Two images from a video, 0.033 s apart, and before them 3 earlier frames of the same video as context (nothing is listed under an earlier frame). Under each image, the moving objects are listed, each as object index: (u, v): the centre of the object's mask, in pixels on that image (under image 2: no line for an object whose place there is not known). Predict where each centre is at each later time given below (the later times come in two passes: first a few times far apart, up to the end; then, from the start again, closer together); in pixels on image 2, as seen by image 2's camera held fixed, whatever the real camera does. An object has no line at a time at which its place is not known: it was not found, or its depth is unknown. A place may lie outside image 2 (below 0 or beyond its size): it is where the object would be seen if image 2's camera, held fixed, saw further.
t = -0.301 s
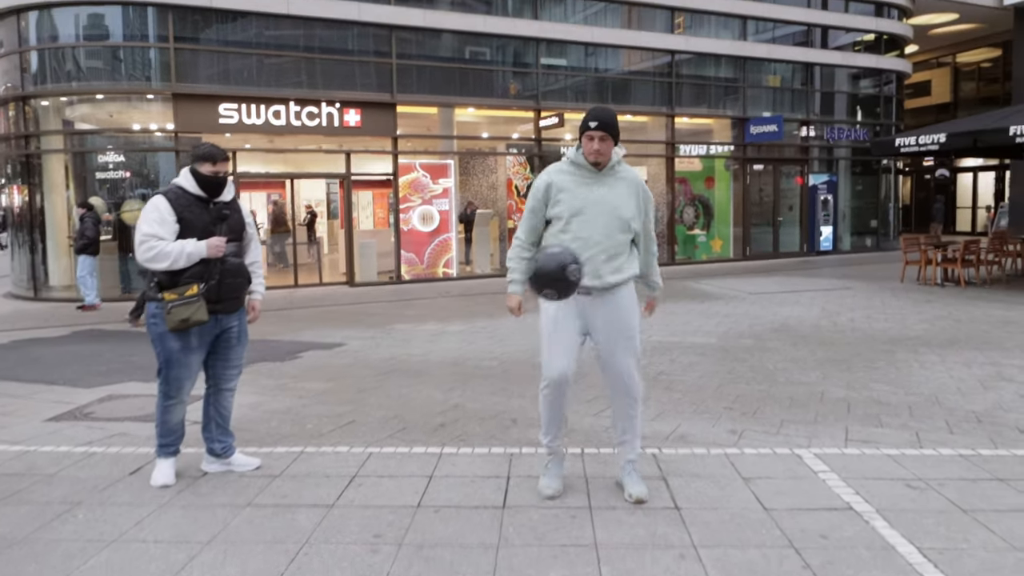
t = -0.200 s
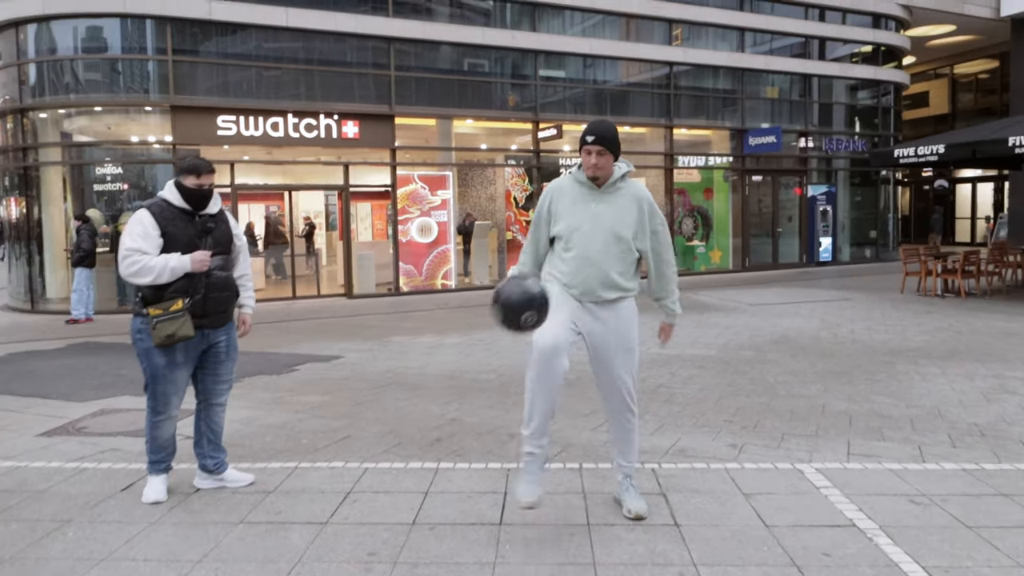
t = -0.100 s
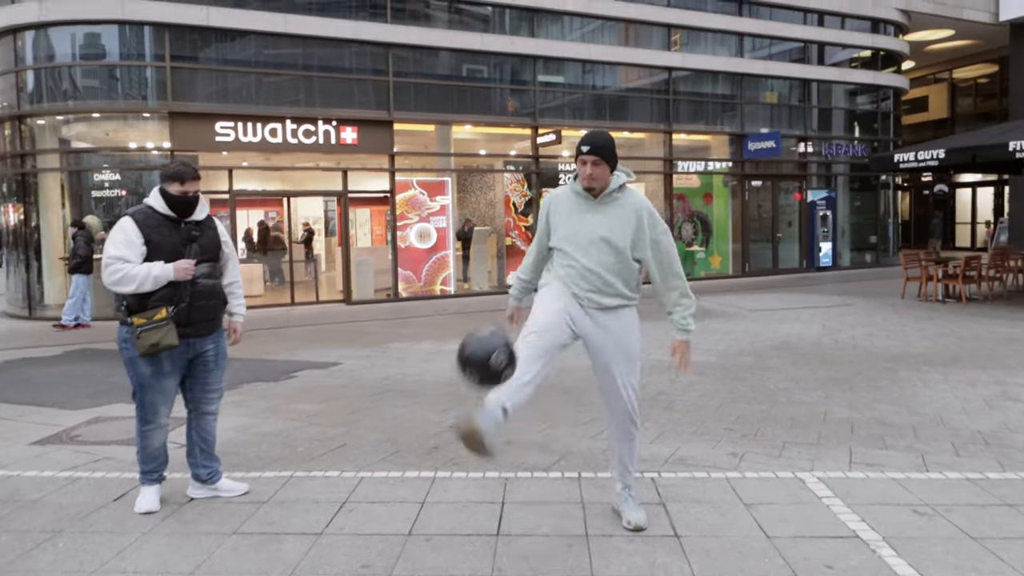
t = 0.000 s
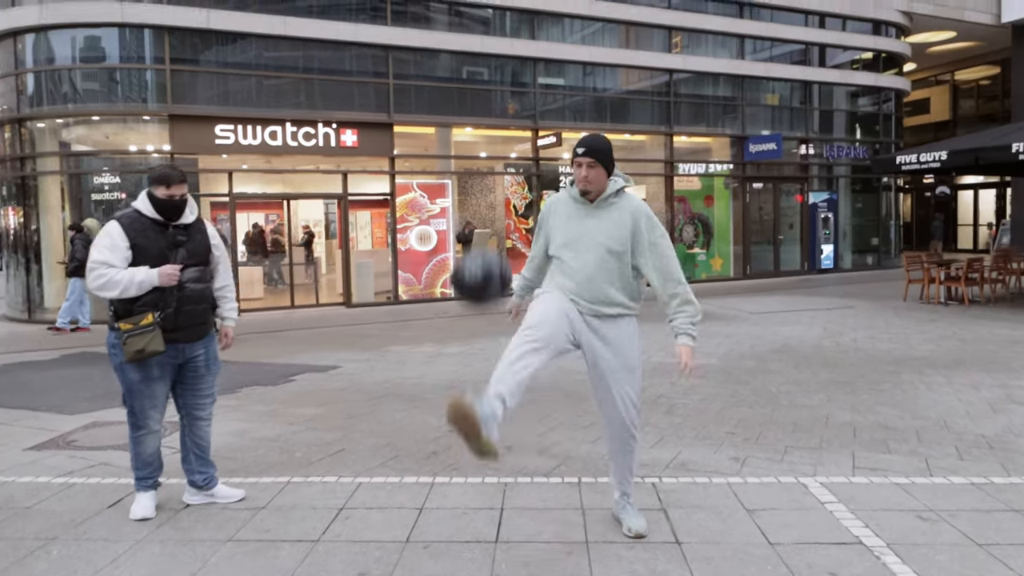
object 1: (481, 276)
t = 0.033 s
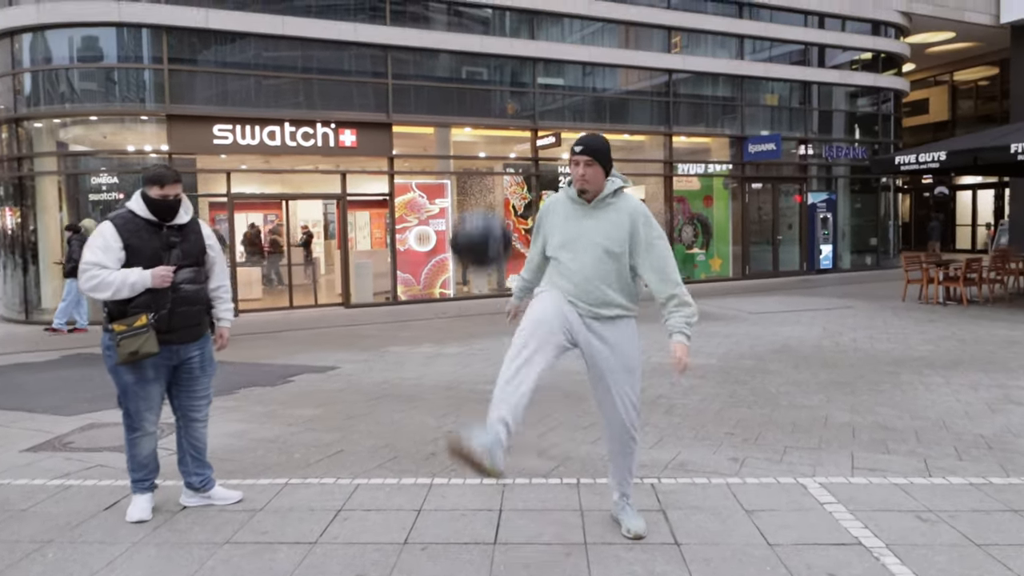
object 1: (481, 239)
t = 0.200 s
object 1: (488, 90)
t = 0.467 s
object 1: (512, 21)
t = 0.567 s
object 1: (522, 51)
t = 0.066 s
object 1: (481, 204)
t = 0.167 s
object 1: (487, 114)
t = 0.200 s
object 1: (488, 90)
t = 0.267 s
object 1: (493, 51)
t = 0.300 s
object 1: (497, 41)
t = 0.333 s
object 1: (499, 31)
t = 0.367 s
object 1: (502, 22)
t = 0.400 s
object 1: (505, 17)
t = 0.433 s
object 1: (508, 15)
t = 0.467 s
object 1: (512, 21)
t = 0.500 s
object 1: (515, 25)
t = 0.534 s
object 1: (518, 38)
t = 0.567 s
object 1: (522, 51)
